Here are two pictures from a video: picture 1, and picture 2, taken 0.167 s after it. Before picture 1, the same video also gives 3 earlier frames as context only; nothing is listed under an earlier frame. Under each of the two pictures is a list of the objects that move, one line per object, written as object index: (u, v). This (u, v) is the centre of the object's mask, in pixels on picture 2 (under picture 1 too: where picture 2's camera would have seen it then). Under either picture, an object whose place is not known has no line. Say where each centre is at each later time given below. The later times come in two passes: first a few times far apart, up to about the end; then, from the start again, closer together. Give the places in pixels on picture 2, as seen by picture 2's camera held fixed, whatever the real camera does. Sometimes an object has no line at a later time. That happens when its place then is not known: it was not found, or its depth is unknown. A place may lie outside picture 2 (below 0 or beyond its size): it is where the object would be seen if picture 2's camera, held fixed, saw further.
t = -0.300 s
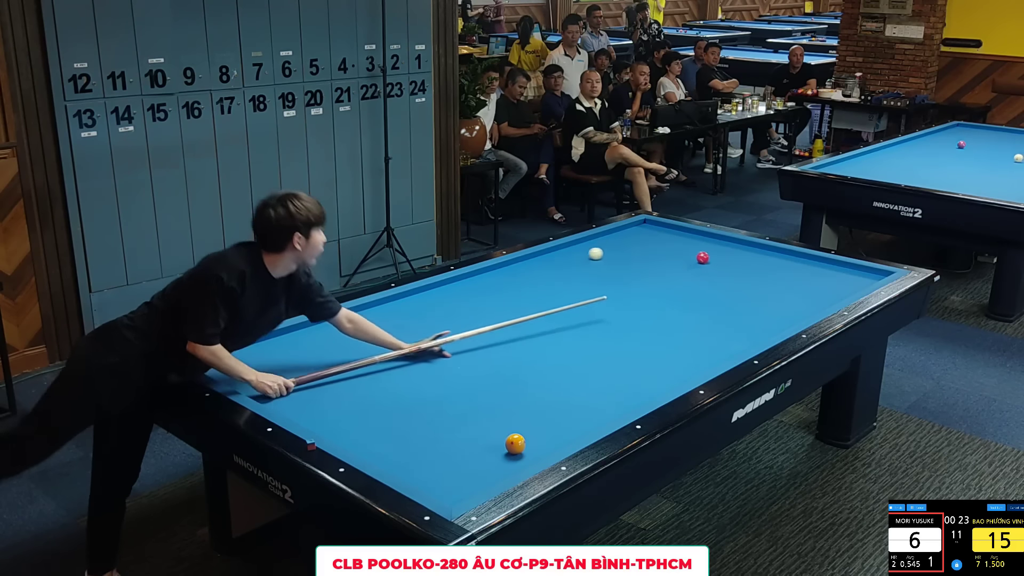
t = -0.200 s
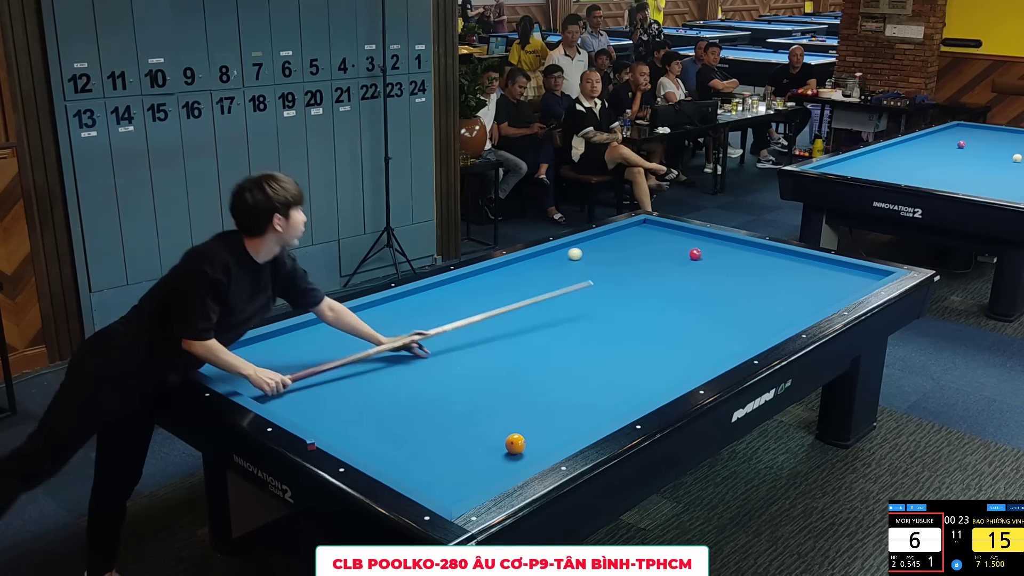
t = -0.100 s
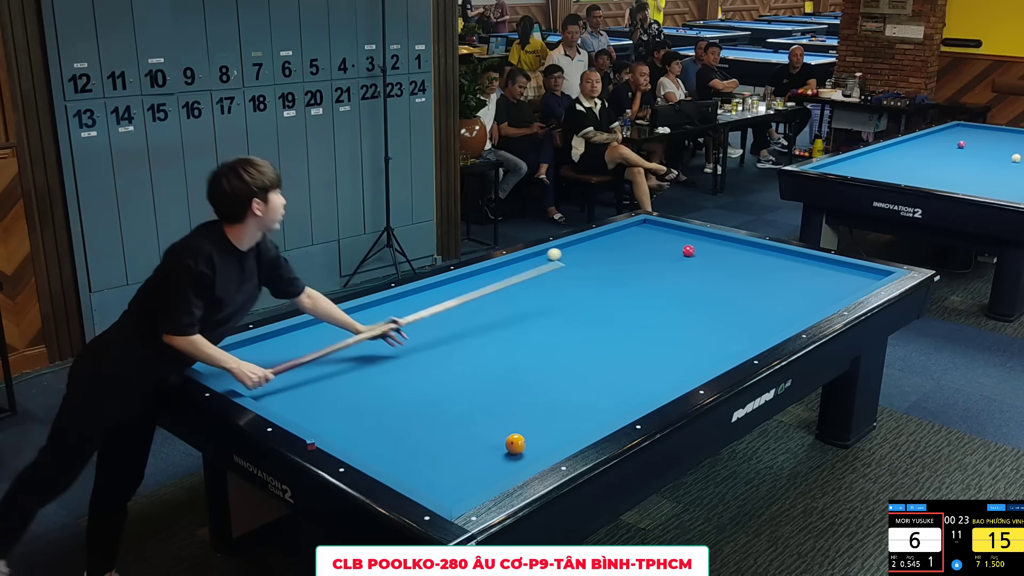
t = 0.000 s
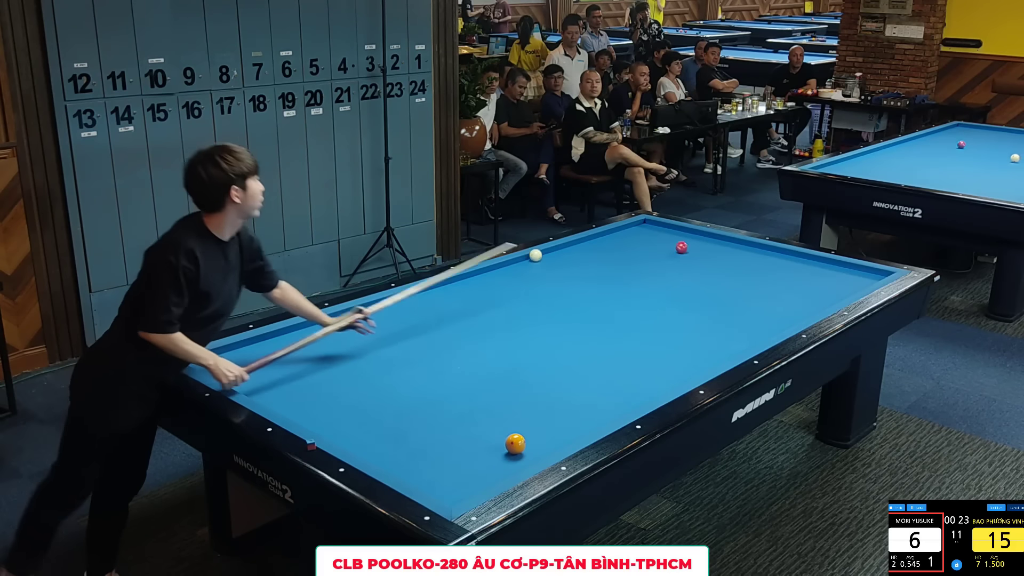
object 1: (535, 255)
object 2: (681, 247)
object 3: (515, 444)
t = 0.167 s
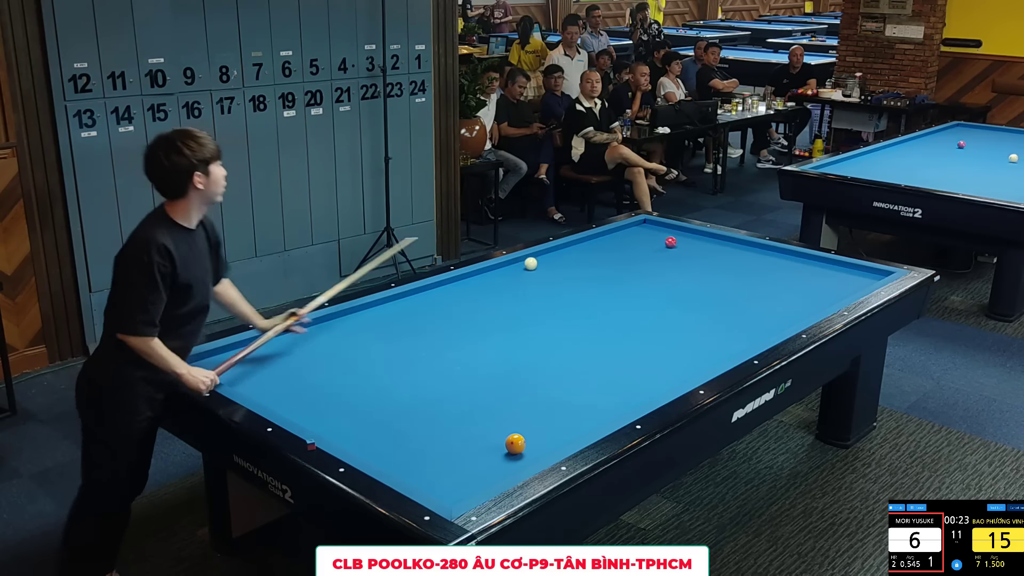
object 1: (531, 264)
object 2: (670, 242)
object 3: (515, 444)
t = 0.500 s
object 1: (518, 281)
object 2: (650, 233)
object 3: (515, 444)
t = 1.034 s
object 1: (494, 311)
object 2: (648, 227)
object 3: (515, 444)
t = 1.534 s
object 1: (469, 345)
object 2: (675, 230)
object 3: (515, 444)
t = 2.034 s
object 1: (439, 384)
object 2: (699, 233)
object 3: (515, 444)
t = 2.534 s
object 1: (403, 432)
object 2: (715, 237)
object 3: (515, 444)
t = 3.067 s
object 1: (428, 461)
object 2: (729, 241)
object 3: (515, 444)
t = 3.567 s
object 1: (512, 461)
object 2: (740, 245)
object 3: (515, 443)
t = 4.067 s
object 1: (541, 443)
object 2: (750, 248)
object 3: (508, 439)
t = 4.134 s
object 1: (544, 441)
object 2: (751, 248)
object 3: (506, 437)
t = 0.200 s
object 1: (529, 265)
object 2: (668, 241)
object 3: (515, 444)
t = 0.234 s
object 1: (528, 267)
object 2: (666, 240)
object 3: (515, 444)
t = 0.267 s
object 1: (527, 269)
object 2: (664, 239)
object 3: (515, 444)
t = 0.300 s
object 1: (526, 270)
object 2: (662, 238)
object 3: (515, 444)
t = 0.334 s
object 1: (524, 272)
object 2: (660, 237)
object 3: (515, 444)
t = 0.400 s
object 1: (522, 275)
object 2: (656, 235)
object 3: (515, 444)
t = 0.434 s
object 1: (520, 277)
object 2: (654, 234)
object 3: (515, 444)
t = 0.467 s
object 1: (519, 279)
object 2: (652, 233)
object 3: (515, 444)
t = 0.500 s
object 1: (518, 281)
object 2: (650, 233)
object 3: (515, 444)
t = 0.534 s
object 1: (516, 282)
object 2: (648, 232)
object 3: (515, 444)
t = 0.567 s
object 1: (515, 284)
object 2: (646, 231)
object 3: (515, 444)
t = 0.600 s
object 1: (514, 286)
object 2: (644, 230)
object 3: (515, 444)
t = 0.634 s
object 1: (512, 288)
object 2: (643, 229)
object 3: (515, 444)
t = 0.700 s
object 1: (509, 292)
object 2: (639, 227)
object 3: (515, 444)
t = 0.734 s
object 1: (508, 293)
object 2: (637, 226)
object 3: (515, 443)
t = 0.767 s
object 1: (507, 295)
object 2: (635, 226)
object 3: (515, 444)
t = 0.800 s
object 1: (505, 297)
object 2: (634, 225)
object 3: (515, 444)
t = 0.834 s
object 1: (504, 299)
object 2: (636, 225)
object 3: (515, 443)
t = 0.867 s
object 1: (502, 301)
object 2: (639, 225)
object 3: (515, 444)
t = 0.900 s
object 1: (501, 303)
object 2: (641, 226)
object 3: (515, 444)
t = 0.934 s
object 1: (499, 305)
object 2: (643, 226)
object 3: (515, 444)
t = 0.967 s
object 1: (498, 307)
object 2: (644, 226)
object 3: (515, 444)
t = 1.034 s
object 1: (494, 311)
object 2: (648, 227)
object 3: (515, 444)
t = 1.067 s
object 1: (493, 313)
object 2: (650, 227)
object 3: (515, 444)
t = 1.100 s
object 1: (491, 315)
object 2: (652, 227)
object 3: (515, 444)
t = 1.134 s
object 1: (490, 318)
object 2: (654, 227)
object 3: (515, 444)
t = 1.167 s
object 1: (488, 320)
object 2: (655, 228)
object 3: (515, 444)
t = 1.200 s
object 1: (487, 322)
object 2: (657, 228)
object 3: (515, 444)
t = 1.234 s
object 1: (485, 324)
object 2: (659, 228)
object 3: (515, 444)
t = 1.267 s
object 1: (483, 326)
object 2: (661, 228)
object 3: (515, 444)
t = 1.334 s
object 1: (480, 331)
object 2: (664, 229)
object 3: (515, 444)
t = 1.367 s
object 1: (478, 333)
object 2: (666, 229)
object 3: (515, 444)
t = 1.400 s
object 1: (476, 335)
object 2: (668, 229)
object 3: (515, 444)
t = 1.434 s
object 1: (474, 338)
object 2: (669, 229)
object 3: (515, 444)
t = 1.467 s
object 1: (473, 340)
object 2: (671, 230)
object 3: (515, 444)
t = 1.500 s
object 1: (471, 342)
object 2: (673, 230)
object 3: (515, 444)
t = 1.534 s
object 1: (469, 345)
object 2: (675, 230)
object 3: (515, 444)
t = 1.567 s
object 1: (467, 347)
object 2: (676, 230)
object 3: (515, 444)
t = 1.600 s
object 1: (465, 350)
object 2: (678, 230)
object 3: (515, 444)
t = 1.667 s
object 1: (462, 355)
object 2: (681, 231)
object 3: (515, 444)
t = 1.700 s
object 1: (460, 357)
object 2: (683, 231)
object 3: (515, 444)
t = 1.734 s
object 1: (458, 360)
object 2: (685, 231)
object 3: (515, 444)
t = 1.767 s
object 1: (456, 363)
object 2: (686, 231)
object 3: (515, 444)
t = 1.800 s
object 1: (454, 365)
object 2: (688, 232)
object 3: (515, 444)
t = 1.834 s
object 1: (452, 368)
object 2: (690, 232)
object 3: (515, 444)
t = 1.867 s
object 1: (450, 370)
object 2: (691, 232)
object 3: (515, 444)
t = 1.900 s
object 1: (448, 373)
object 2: (693, 232)
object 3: (515, 444)
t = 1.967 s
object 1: (443, 379)
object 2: (696, 233)
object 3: (515, 444)
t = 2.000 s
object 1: (441, 381)
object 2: (698, 233)
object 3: (515, 444)
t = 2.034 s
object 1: (439, 384)
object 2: (699, 233)
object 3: (515, 444)
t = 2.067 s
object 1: (437, 387)
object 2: (701, 233)
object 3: (515, 444)
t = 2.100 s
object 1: (434, 390)
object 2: (702, 233)
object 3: (515, 444)
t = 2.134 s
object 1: (432, 393)
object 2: (704, 234)
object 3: (515, 444)
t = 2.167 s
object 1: (430, 396)
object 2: (705, 234)
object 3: (515, 444)
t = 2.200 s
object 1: (428, 399)
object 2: (706, 234)
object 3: (515, 444)
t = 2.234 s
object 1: (425, 402)
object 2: (707, 234)
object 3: (515, 444)
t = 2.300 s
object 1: (420, 409)
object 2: (709, 235)
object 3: (515, 444)
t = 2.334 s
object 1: (418, 412)
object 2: (710, 235)
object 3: (515, 444)
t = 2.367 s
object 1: (415, 415)
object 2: (711, 236)
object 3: (515, 444)
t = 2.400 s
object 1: (413, 418)
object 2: (712, 236)
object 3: (515, 444)
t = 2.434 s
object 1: (411, 421)
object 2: (713, 236)
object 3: (515, 444)
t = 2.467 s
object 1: (408, 425)
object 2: (714, 236)
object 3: (515, 444)
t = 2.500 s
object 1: (405, 428)
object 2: (715, 237)
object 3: (515, 444)
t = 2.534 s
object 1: (403, 432)
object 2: (715, 237)
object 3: (515, 444)
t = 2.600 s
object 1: (397, 439)
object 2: (717, 238)
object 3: (515, 444)
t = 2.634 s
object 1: (395, 442)
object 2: (718, 238)
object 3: (515, 444)
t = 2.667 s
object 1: (392, 446)
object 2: (719, 238)
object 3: (515, 444)
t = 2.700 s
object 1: (389, 449)
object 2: (720, 239)
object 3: (515, 444)
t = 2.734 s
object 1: (386, 453)
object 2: (721, 239)
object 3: (515, 444)
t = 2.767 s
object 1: (384, 456)
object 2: (721, 239)
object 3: (515, 444)
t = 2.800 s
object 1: (381, 459)
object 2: (722, 239)
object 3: (515, 444)
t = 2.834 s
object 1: (385, 460)
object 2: (723, 240)
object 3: (515, 444)
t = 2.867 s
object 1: (392, 461)
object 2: (724, 240)
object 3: (515, 444)
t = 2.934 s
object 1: (404, 461)
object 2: (726, 240)
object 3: (515, 444)
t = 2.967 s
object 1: (410, 461)
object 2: (727, 240)
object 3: (515, 444)
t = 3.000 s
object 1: (416, 461)
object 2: (728, 241)
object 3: (515, 444)
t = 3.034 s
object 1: (422, 461)
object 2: (728, 241)
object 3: (515, 444)
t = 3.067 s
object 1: (428, 461)
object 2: (729, 241)
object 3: (515, 444)
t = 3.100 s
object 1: (433, 461)
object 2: (730, 242)
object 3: (515, 444)
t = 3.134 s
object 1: (439, 461)
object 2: (731, 242)
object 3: (515, 444)
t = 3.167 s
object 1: (444, 461)
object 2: (731, 242)
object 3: (515, 444)
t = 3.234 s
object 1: (456, 461)
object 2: (733, 243)
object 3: (515, 444)
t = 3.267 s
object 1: (462, 461)
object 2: (734, 243)
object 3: (515, 444)
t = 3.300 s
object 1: (467, 461)
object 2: (735, 243)
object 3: (515, 444)
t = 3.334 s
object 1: (473, 461)
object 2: (736, 243)
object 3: (515, 444)
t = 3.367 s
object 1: (478, 461)
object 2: (736, 243)
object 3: (515, 444)
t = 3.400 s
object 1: (484, 461)
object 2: (737, 244)
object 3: (515, 444)
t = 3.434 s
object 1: (490, 461)
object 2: (737, 244)
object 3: (515, 444)
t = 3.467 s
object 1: (495, 461)
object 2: (738, 244)
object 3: (515, 444)
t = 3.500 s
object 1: (500, 461)
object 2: (739, 244)
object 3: (515, 444)
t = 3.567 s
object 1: (512, 461)
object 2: (740, 245)
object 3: (515, 443)
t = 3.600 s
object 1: (517, 460)
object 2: (741, 245)
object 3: (515, 443)
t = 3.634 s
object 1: (522, 460)
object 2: (742, 245)
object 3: (515, 443)
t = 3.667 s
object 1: (526, 458)
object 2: (742, 245)
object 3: (515, 444)
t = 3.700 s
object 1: (526, 457)
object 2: (743, 246)
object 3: (515, 443)
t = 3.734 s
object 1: (527, 456)
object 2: (743, 246)
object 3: (515, 443)
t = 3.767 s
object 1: (528, 454)
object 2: (744, 246)
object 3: (514, 443)
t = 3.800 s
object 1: (528, 452)
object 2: (745, 246)
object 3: (514, 443)
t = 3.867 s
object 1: (531, 450)
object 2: (746, 247)
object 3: (513, 442)
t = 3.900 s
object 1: (533, 449)
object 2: (747, 247)
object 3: (513, 442)
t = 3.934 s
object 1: (535, 447)
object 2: (747, 247)
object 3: (512, 441)
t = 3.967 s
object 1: (536, 446)
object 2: (748, 247)
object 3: (511, 440)
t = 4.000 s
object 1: (538, 445)
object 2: (748, 247)
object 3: (510, 440)
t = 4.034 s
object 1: (540, 444)
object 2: (749, 248)
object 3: (509, 439)
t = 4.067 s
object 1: (541, 443)
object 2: (750, 248)
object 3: (508, 439)
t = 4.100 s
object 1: (543, 442)
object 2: (750, 248)
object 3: (507, 438)
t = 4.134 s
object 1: (544, 441)
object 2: (751, 248)
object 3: (506, 437)
